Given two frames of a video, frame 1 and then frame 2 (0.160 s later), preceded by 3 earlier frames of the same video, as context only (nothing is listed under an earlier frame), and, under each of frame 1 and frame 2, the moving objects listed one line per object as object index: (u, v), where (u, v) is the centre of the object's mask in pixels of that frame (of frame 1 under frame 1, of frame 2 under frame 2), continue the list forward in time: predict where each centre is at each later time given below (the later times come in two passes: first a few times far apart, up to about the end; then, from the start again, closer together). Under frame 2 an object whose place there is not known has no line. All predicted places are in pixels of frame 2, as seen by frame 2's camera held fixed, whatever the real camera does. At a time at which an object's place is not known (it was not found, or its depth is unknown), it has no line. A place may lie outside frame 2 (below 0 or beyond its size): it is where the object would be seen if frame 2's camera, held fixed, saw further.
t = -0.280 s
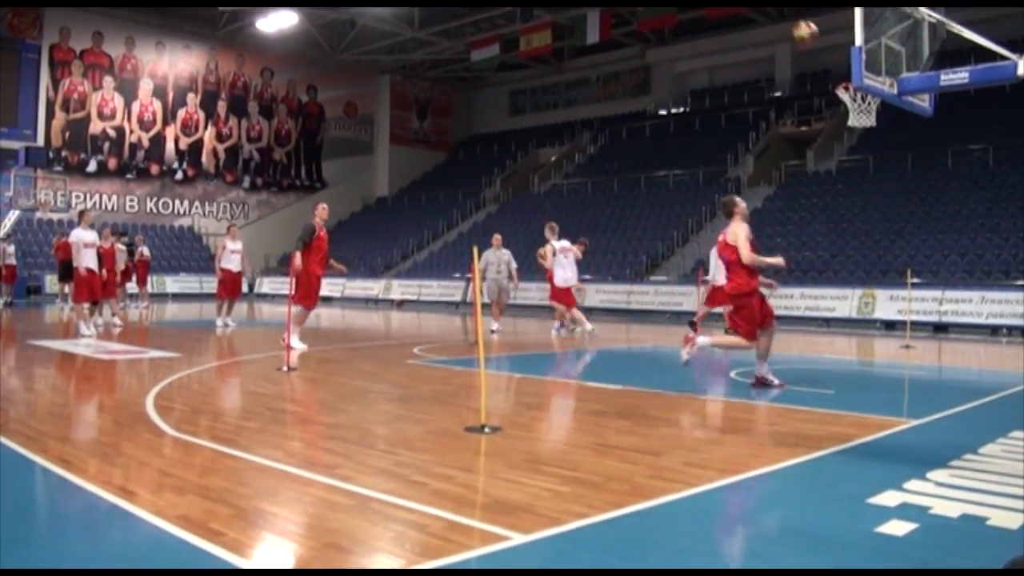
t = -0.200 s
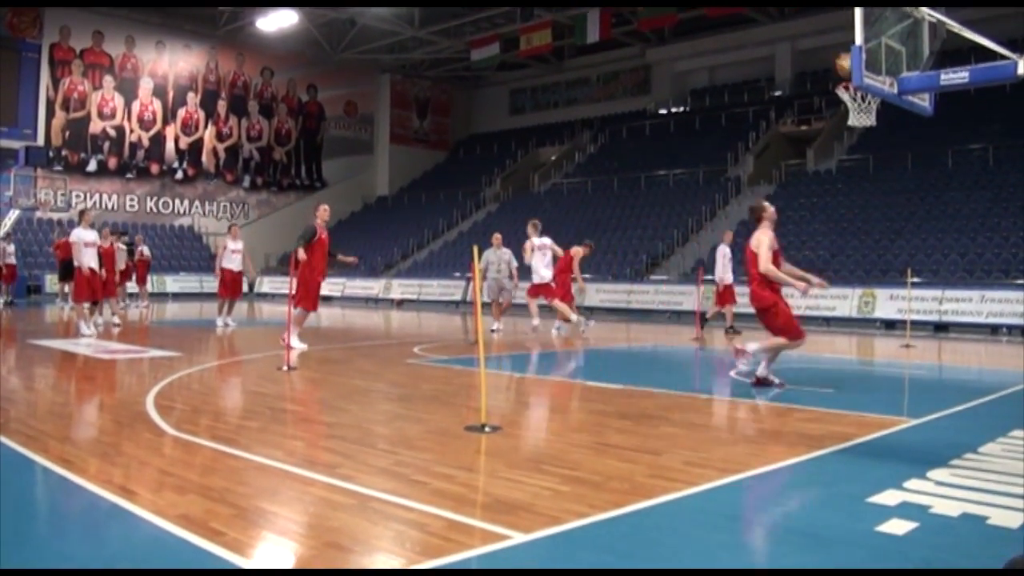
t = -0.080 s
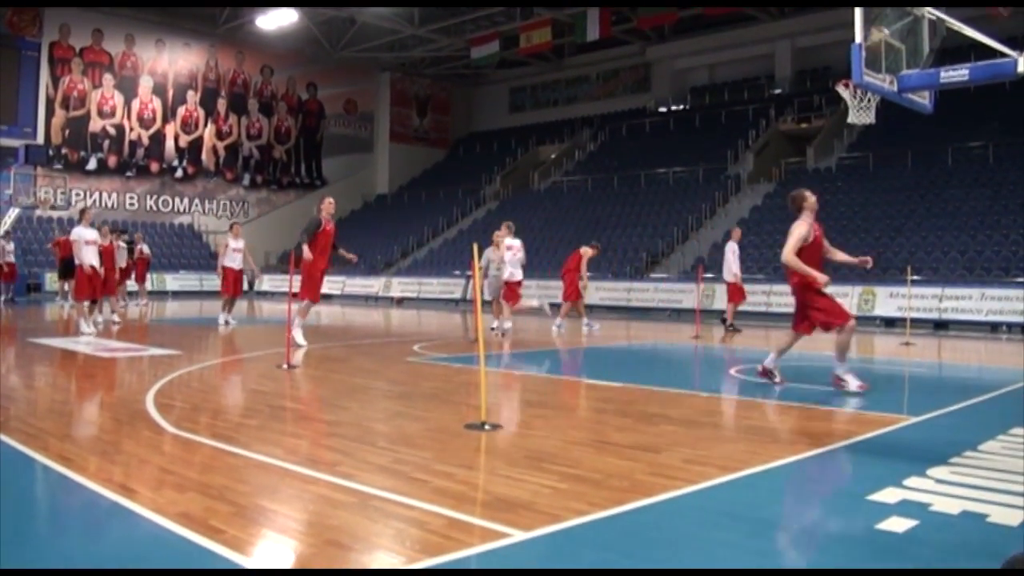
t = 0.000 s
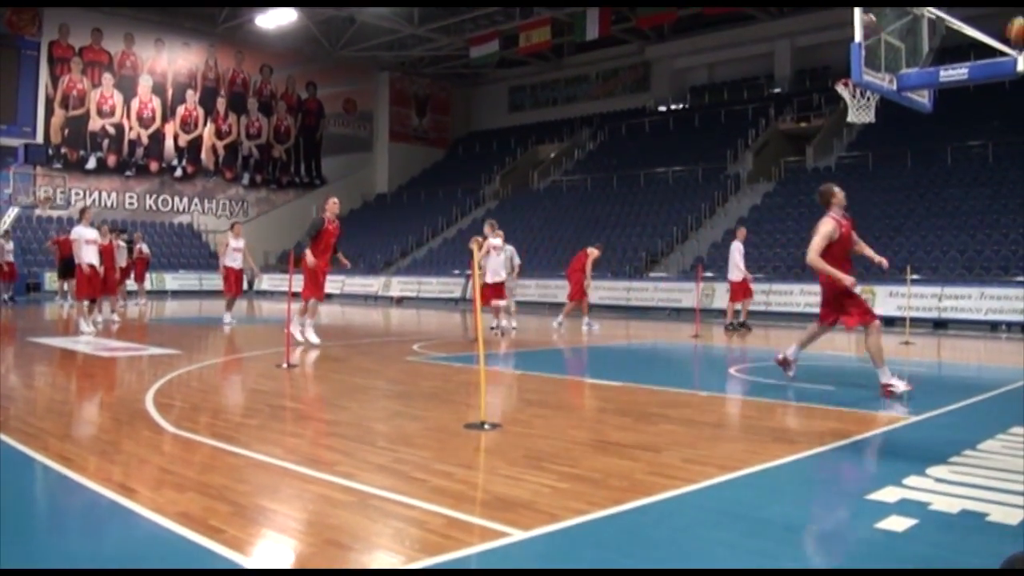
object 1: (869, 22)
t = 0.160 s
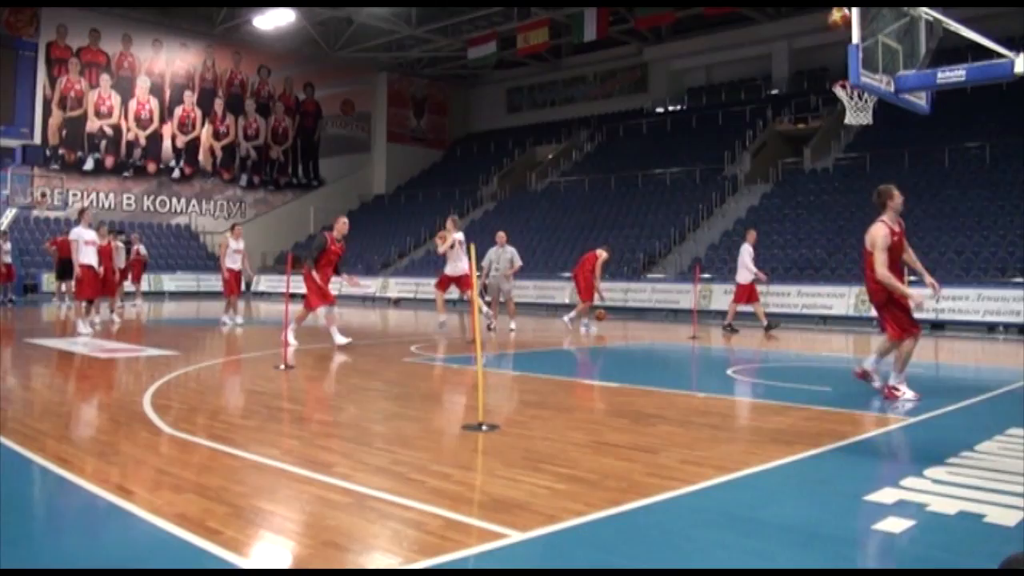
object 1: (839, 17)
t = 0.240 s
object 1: (828, 22)
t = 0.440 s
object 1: (803, 57)
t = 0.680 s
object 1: (775, 136)
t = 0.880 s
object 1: (751, 231)
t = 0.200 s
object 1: (833, 19)
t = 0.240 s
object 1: (828, 22)
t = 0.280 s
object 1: (823, 26)
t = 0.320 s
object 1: (818, 32)
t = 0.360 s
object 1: (813, 39)
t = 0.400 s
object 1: (808, 48)
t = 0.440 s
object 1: (803, 57)
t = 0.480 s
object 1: (798, 69)
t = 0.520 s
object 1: (793, 80)
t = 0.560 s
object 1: (789, 92)
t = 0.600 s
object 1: (784, 105)
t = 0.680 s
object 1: (775, 136)
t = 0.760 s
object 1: (765, 172)
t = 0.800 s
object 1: (761, 190)
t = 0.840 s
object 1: (756, 211)
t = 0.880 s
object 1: (751, 231)
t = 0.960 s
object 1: (742, 274)
